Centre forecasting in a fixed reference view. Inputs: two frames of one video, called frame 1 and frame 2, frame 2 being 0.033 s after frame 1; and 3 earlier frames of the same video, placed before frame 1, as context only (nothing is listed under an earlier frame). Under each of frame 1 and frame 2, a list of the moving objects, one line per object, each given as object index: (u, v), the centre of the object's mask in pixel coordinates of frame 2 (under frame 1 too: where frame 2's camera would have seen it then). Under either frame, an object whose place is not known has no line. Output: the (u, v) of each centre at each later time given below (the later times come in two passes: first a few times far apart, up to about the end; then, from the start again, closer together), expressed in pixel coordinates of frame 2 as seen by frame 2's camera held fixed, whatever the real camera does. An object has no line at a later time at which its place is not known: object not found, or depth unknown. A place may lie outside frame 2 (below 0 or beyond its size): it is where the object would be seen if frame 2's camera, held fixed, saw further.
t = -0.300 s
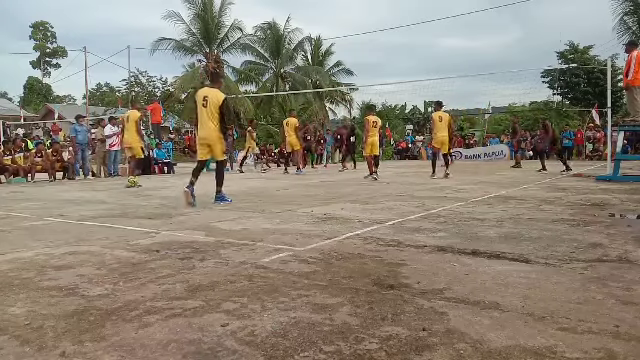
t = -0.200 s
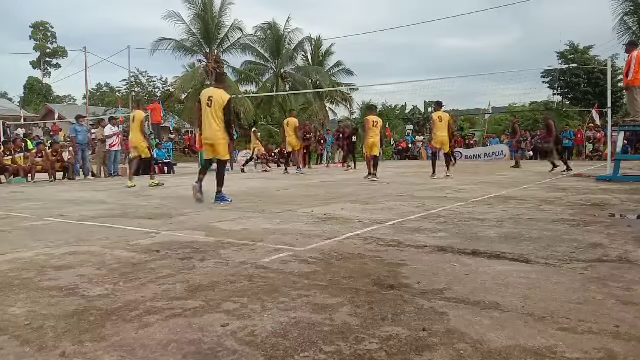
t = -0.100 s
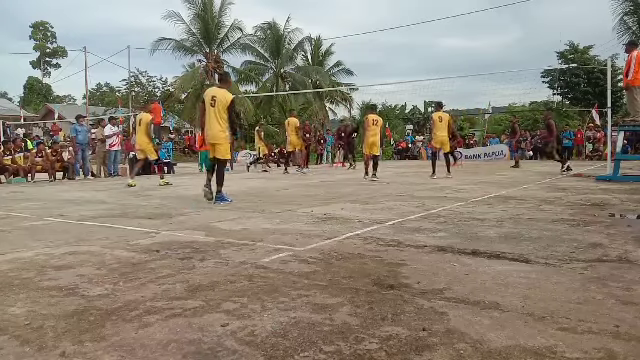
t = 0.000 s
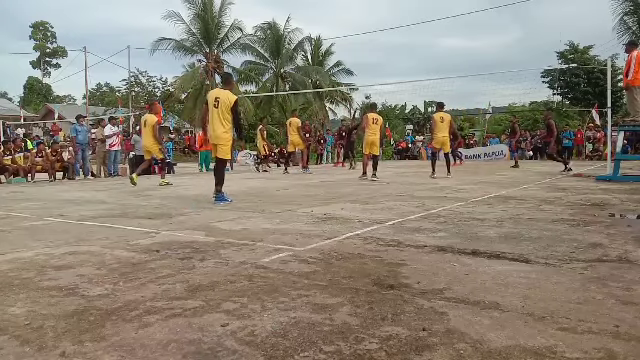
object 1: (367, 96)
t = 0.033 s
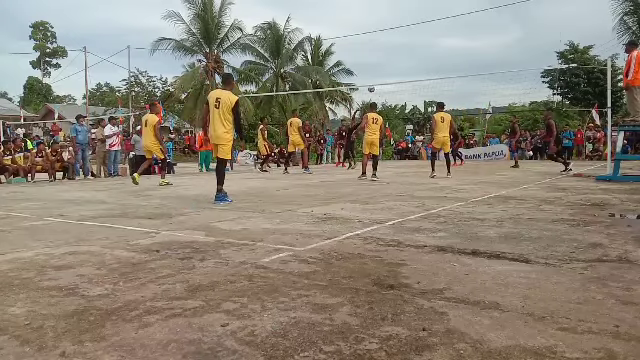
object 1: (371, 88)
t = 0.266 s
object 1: (399, 49)
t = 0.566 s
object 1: (432, 26)
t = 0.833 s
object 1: (466, 29)
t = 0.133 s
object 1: (383, 70)
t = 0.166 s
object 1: (387, 63)
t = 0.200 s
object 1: (391, 58)
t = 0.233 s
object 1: (395, 53)
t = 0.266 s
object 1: (399, 49)
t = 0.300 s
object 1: (403, 44)
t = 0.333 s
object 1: (407, 40)
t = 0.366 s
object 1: (411, 37)
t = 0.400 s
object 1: (415, 34)
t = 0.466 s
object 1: (423, 27)
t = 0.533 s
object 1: (427, 27)
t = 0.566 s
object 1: (432, 26)
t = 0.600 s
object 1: (436, 25)
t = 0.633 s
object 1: (440, 24)
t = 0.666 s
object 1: (444, 23)
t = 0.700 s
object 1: (449, 23)
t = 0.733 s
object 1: (453, 24)
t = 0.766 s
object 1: (457, 25)
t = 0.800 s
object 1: (462, 27)
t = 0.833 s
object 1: (466, 29)
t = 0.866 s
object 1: (470, 32)
